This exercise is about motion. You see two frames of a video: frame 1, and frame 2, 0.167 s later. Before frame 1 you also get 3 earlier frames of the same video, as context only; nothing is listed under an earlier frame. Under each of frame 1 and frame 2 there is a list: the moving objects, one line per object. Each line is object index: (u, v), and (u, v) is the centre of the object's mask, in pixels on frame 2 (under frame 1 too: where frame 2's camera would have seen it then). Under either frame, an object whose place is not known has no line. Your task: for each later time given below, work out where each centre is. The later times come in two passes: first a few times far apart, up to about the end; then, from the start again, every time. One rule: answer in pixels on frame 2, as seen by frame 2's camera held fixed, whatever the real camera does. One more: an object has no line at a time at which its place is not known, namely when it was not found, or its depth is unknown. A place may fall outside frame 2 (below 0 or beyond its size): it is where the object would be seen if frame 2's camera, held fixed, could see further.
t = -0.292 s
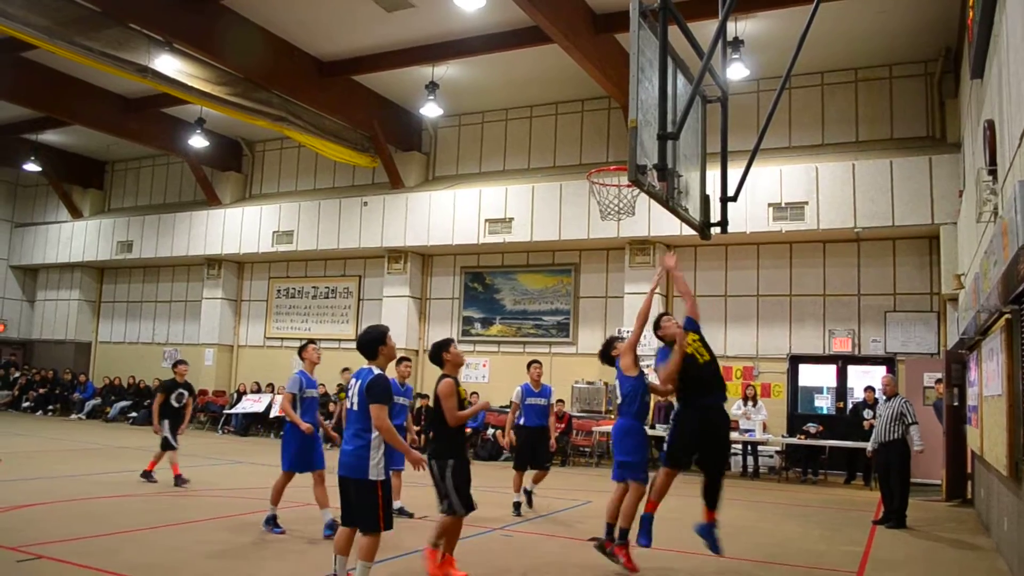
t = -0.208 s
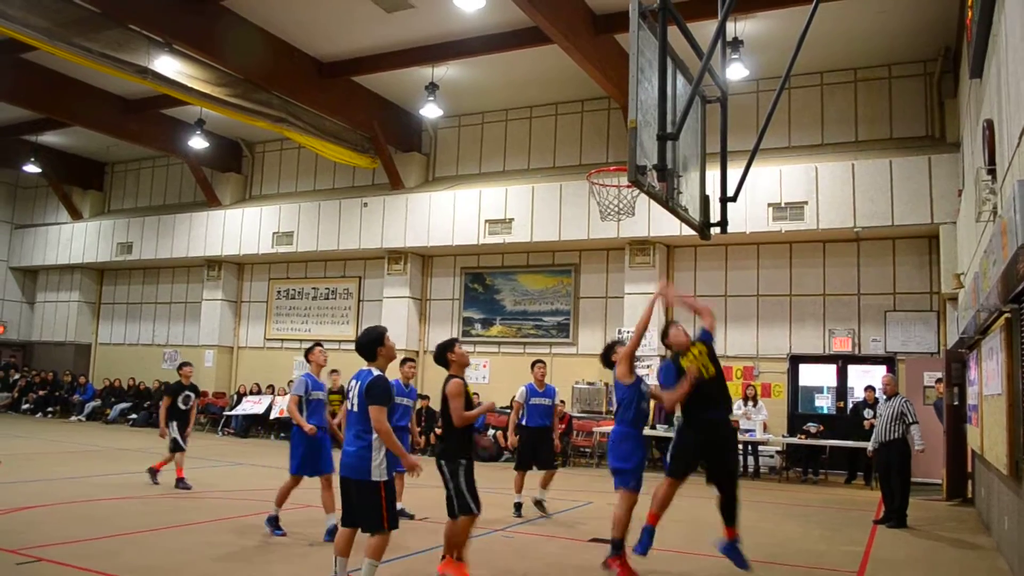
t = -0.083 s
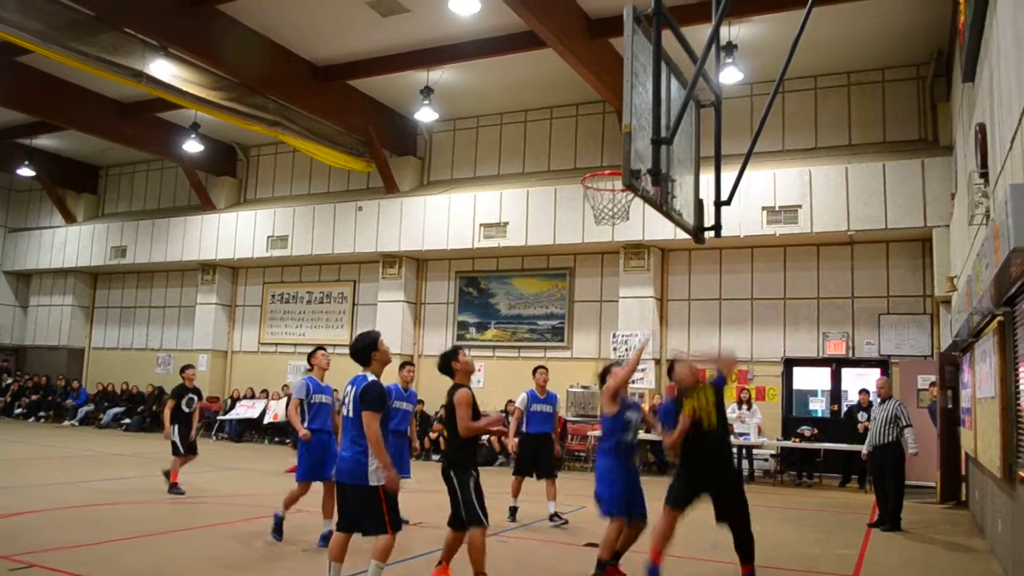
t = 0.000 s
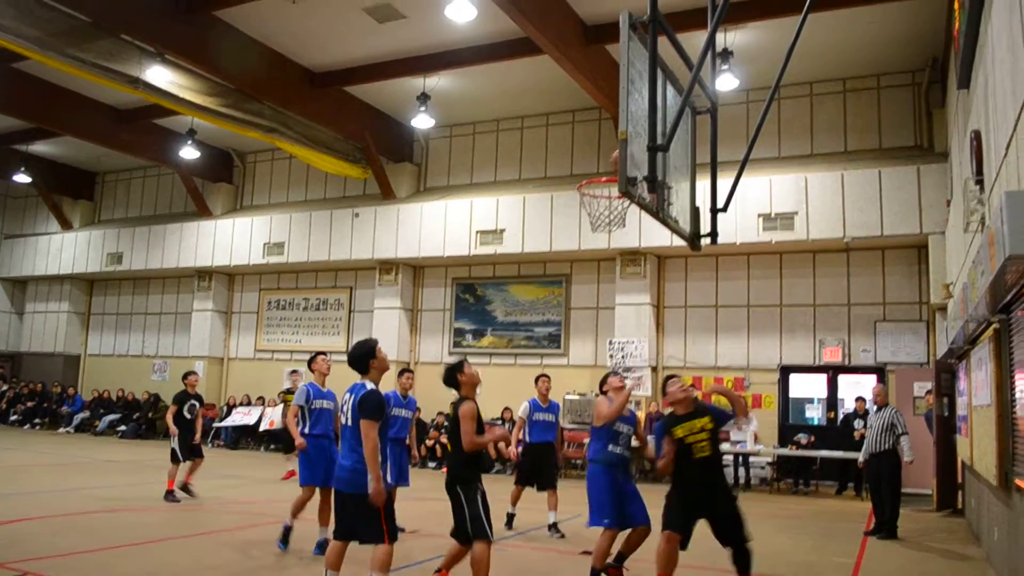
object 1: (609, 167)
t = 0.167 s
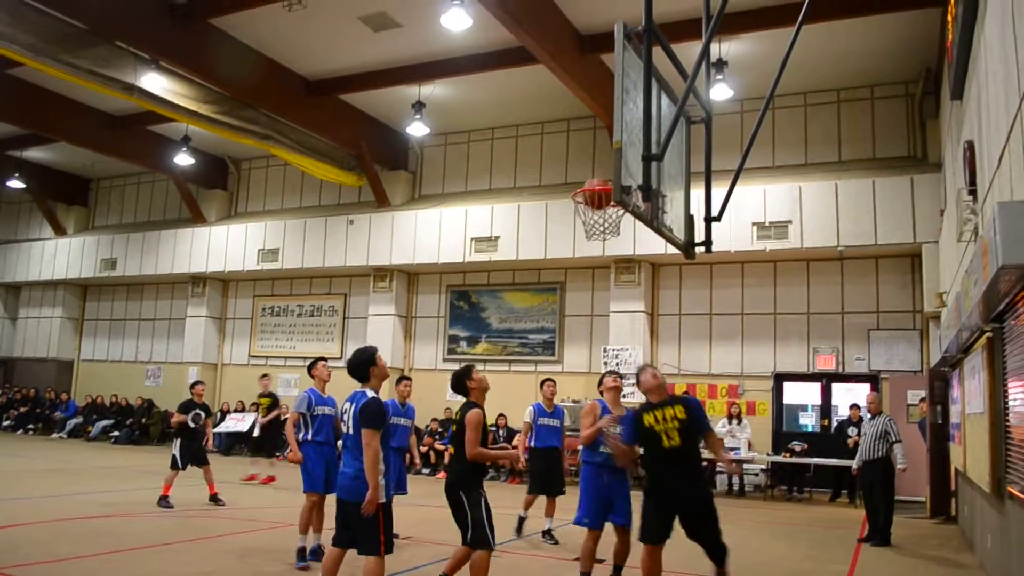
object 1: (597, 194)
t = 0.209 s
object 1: (595, 204)
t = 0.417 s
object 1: (605, 221)
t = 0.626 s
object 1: (609, 244)
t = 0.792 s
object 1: (609, 292)
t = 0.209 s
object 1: (595, 204)
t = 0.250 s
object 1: (594, 217)
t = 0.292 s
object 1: (596, 220)
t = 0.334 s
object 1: (600, 221)
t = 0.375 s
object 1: (603, 221)
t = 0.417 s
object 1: (605, 221)
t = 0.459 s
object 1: (607, 223)
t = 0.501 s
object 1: (608, 225)
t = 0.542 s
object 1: (609, 231)
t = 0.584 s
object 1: (609, 237)
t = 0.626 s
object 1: (609, 244)
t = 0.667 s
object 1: (609, 254)
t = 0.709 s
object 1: (610, 266)
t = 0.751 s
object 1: (609, 276)
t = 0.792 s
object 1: (609, 292)
